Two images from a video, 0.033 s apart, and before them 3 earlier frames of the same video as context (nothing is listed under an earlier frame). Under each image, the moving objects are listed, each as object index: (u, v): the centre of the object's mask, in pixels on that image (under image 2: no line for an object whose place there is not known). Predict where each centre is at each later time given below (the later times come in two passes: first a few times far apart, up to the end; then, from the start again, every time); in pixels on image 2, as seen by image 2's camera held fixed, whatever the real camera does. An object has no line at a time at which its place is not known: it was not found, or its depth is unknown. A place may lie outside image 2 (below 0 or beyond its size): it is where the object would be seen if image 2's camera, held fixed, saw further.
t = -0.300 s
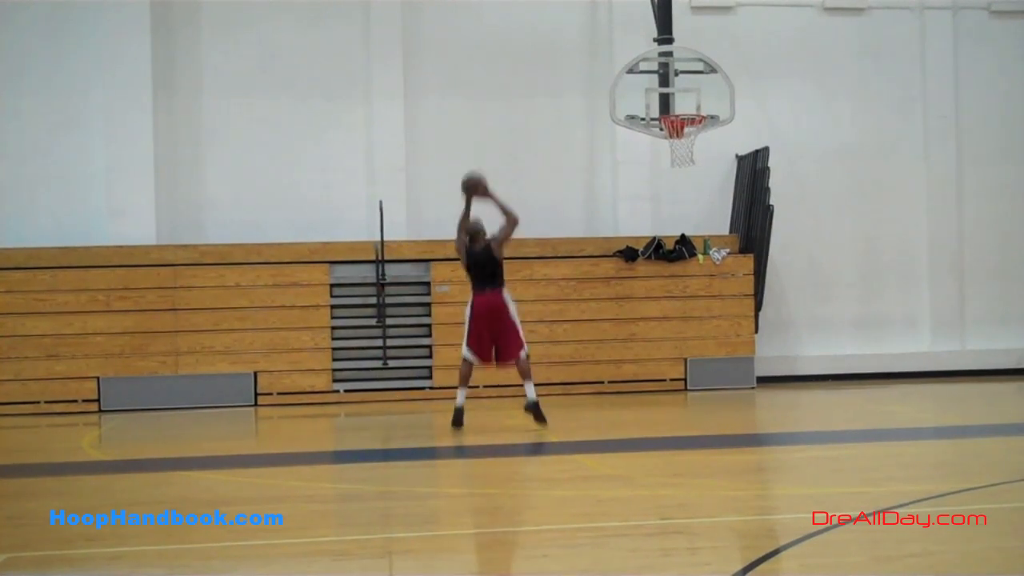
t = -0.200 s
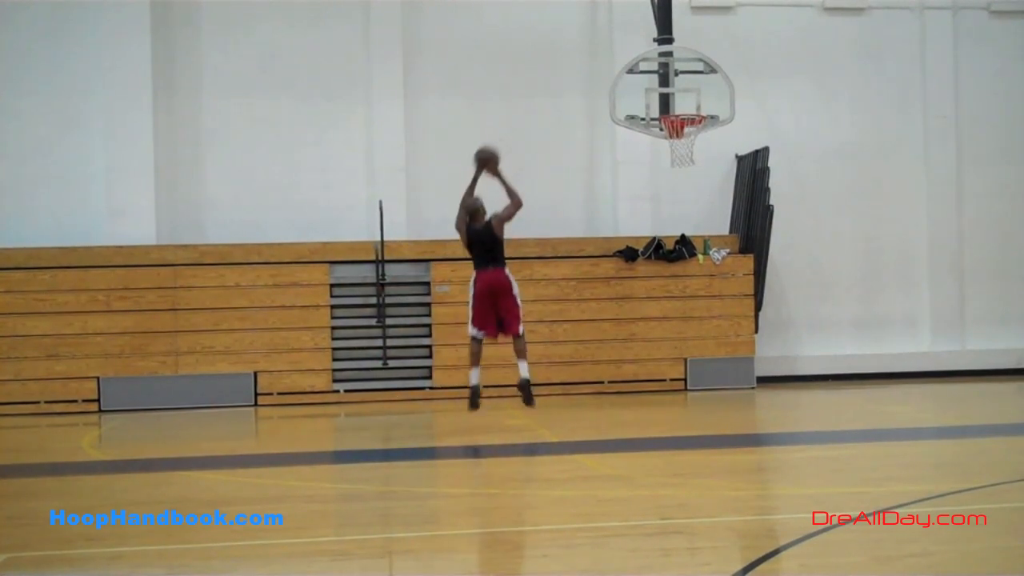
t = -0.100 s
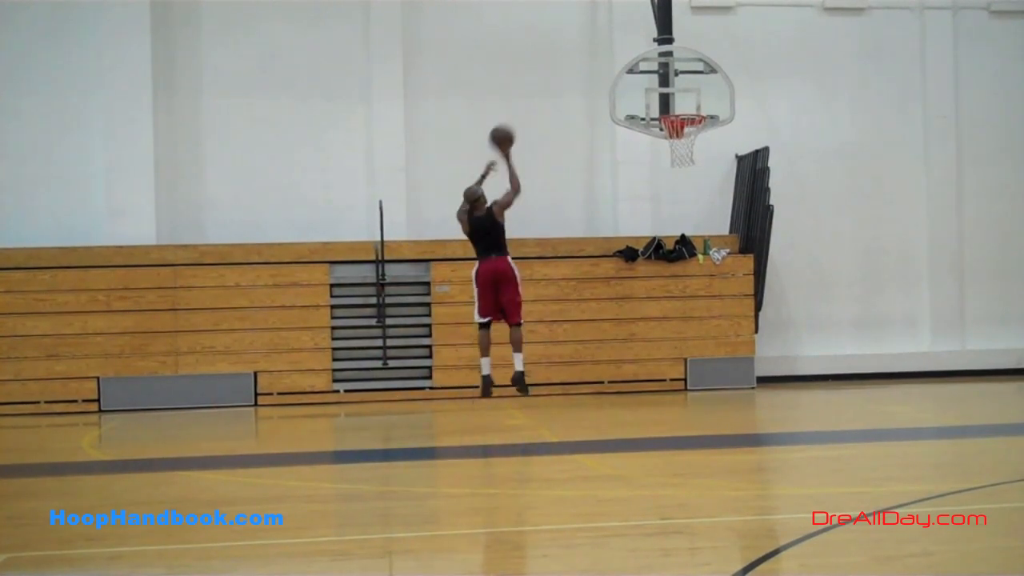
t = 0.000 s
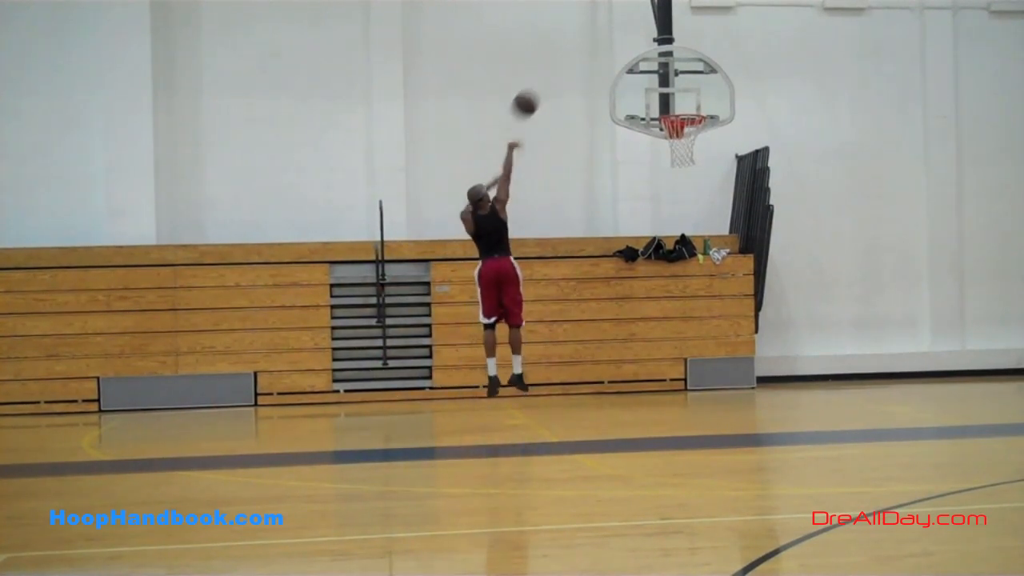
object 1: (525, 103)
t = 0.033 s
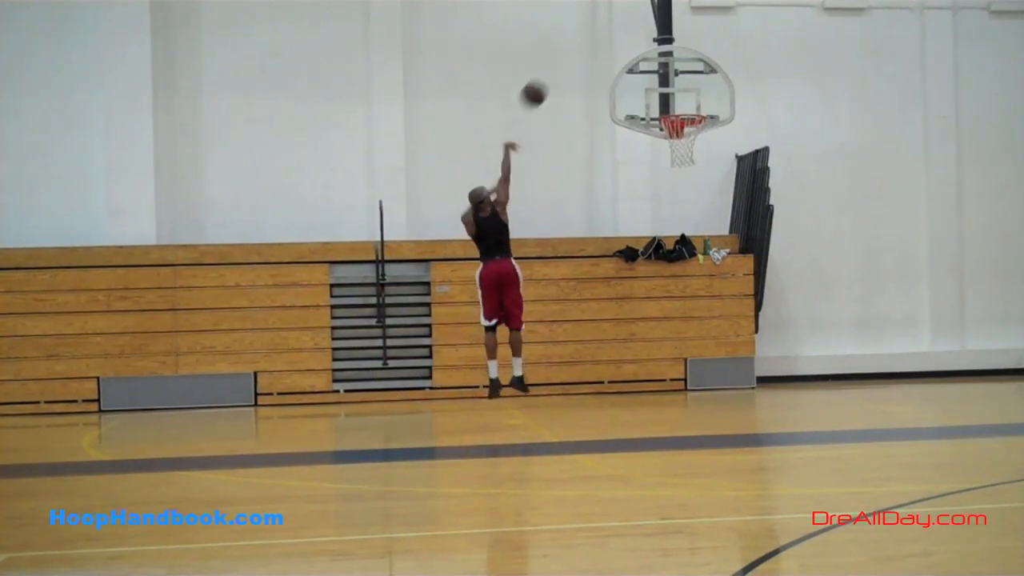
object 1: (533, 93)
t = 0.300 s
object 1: (598, 56)
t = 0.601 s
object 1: (666, 87)
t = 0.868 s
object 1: (664, 140)
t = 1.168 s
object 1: (647, 191)
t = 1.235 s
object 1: (644, 212)
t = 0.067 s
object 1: (542, 84)
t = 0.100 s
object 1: (551, 77)
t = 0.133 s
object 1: (559, 70)
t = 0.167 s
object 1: (567, 65)
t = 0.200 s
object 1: (575, 61)
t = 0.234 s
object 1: (583, 58)
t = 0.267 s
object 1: (591, 57)
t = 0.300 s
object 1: (598, 56)
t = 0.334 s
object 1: (606, 56)
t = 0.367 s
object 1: (614, 57)
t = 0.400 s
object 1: (622, 59)
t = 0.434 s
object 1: (629, 62)
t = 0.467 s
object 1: (636, 67)
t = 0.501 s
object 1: (644, 72)
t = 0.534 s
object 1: (650, 78)
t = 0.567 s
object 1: (659, 83)
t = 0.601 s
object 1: (666, 87)
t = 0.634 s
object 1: (673, 93)
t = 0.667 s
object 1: (679, 100)
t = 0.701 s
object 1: (688, 107)
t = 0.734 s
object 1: (692, 116)
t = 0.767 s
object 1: (687, 121)
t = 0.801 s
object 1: (678, 127)
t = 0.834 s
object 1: (670, 135)
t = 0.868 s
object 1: (664, 140)
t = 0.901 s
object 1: (661, 144)
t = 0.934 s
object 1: (659, 145)
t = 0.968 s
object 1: (657, 150)
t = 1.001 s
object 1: (655, 154)
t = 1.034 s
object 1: (654, 159)
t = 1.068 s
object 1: (652, 166)
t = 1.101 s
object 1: (650, 173)
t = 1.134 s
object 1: (649, 181)
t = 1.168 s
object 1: (647, 191)
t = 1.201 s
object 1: (646, 201)
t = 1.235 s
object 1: (644, 212)
